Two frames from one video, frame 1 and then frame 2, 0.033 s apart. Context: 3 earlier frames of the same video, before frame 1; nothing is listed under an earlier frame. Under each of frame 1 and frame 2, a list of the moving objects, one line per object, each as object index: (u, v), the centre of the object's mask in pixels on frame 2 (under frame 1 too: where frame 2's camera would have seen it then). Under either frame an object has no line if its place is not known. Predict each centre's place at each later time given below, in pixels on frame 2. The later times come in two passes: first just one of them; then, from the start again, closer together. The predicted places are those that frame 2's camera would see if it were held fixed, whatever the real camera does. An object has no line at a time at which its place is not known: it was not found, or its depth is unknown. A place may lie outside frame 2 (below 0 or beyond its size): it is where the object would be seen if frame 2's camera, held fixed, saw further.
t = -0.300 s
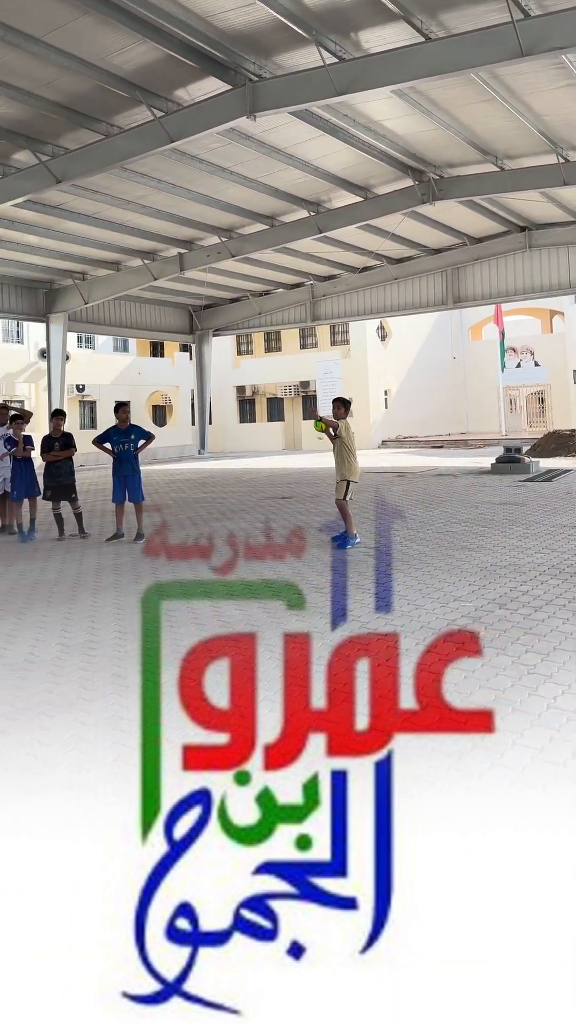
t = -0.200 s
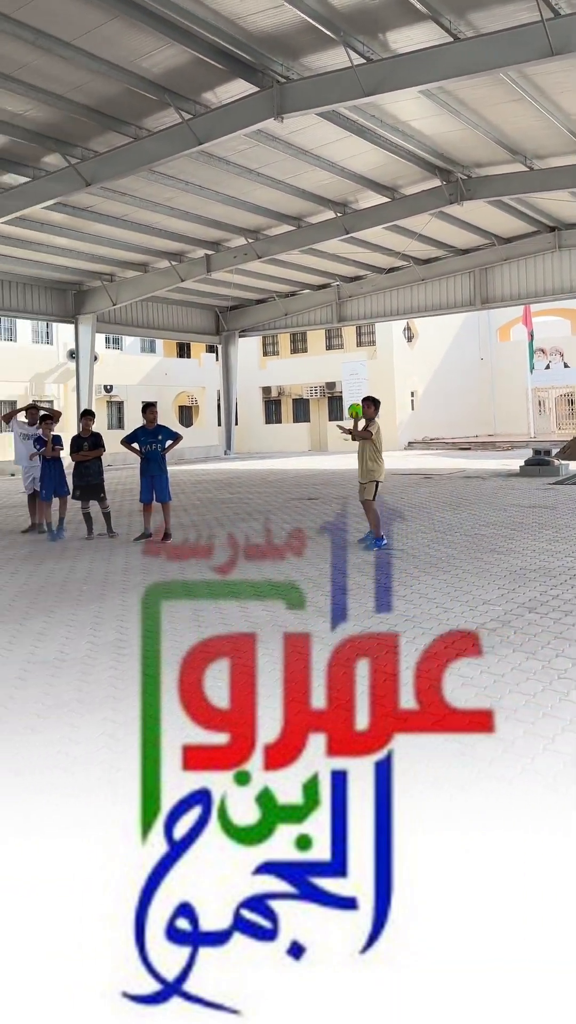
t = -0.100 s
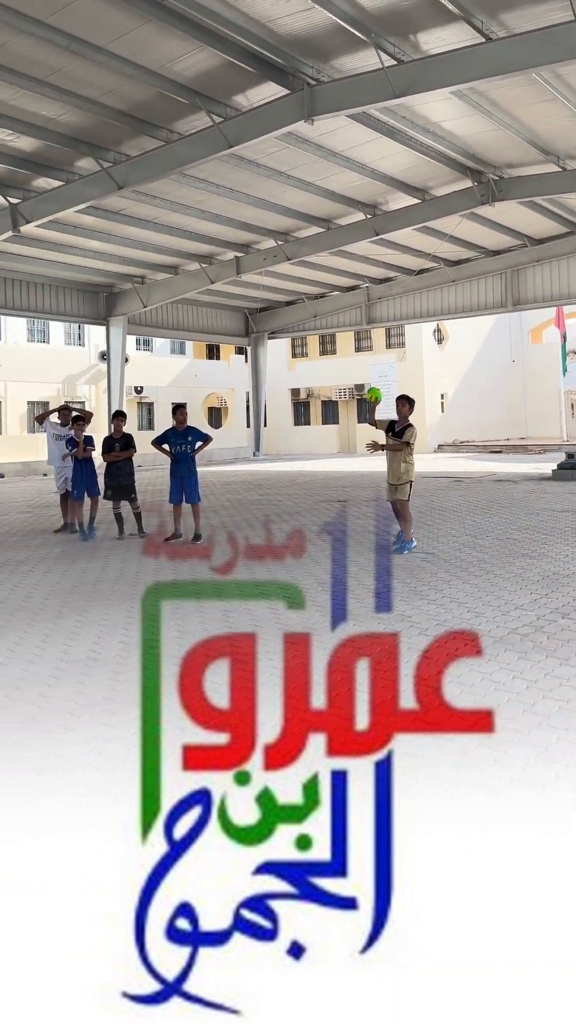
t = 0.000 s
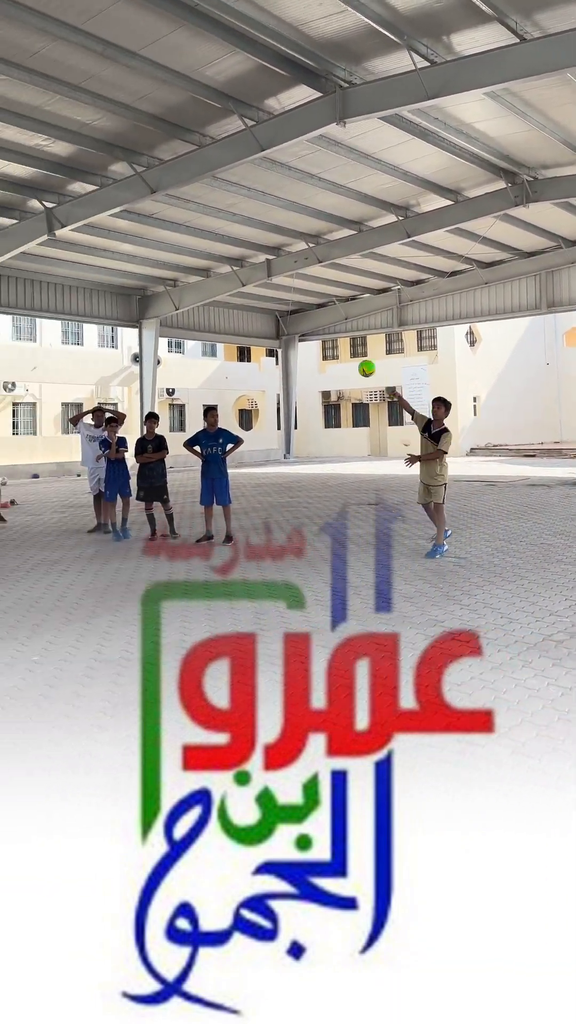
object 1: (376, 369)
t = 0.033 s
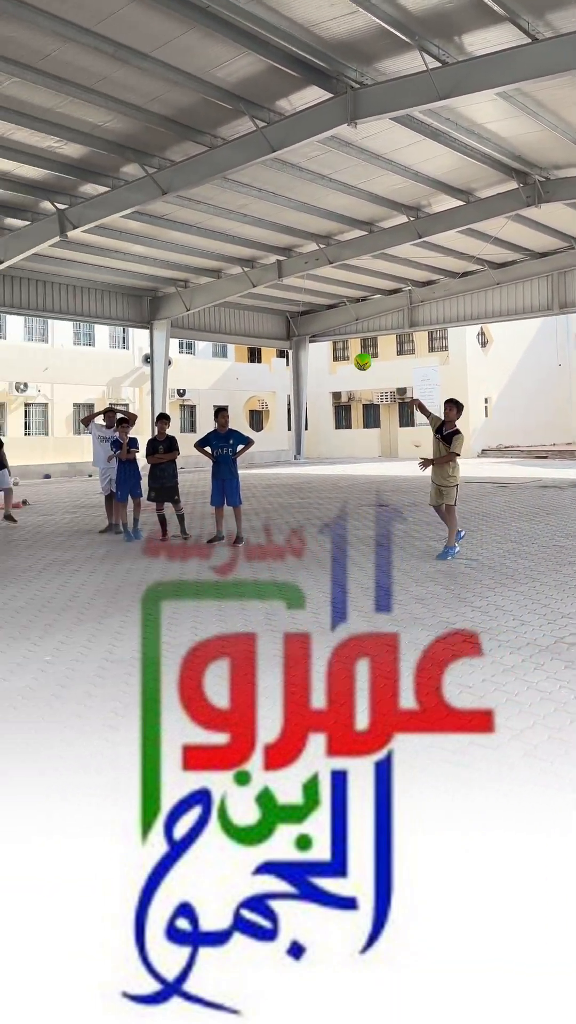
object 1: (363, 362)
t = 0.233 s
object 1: (251, 334)
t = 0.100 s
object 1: (329, 349)
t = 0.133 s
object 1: (310, 344)
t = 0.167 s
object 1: (291, 339)
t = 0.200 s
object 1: (271, 336)
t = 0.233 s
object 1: (251, 334)
